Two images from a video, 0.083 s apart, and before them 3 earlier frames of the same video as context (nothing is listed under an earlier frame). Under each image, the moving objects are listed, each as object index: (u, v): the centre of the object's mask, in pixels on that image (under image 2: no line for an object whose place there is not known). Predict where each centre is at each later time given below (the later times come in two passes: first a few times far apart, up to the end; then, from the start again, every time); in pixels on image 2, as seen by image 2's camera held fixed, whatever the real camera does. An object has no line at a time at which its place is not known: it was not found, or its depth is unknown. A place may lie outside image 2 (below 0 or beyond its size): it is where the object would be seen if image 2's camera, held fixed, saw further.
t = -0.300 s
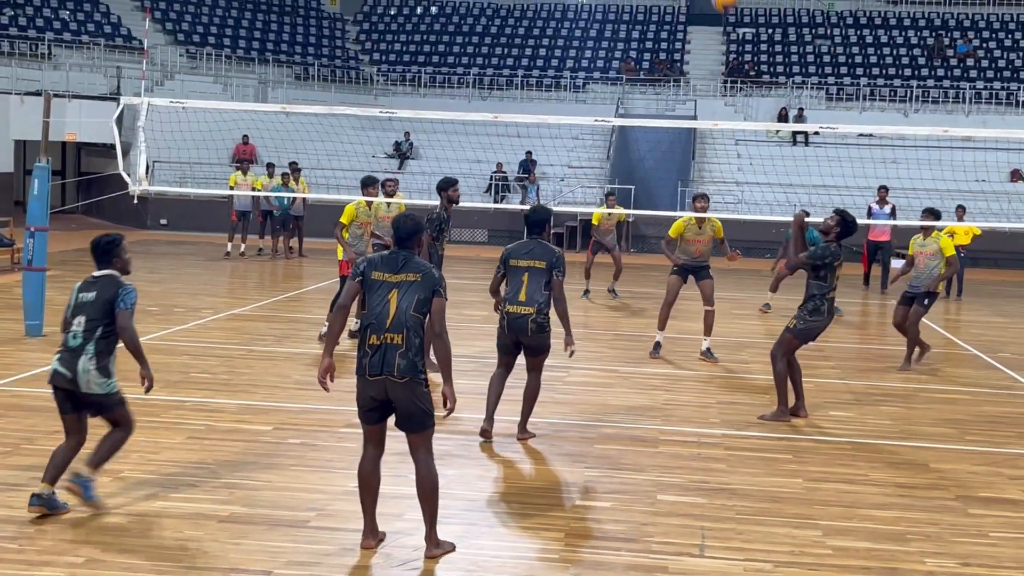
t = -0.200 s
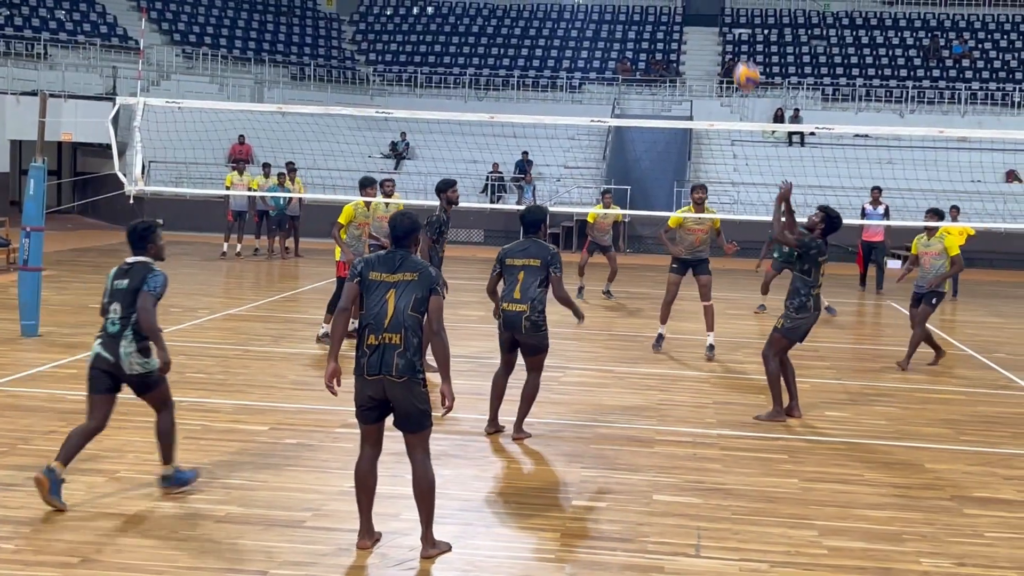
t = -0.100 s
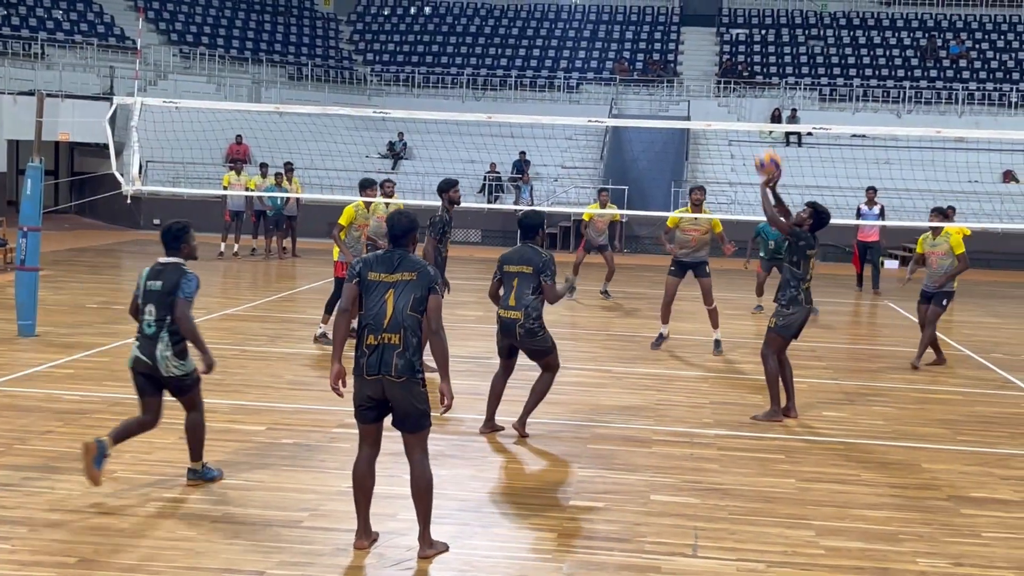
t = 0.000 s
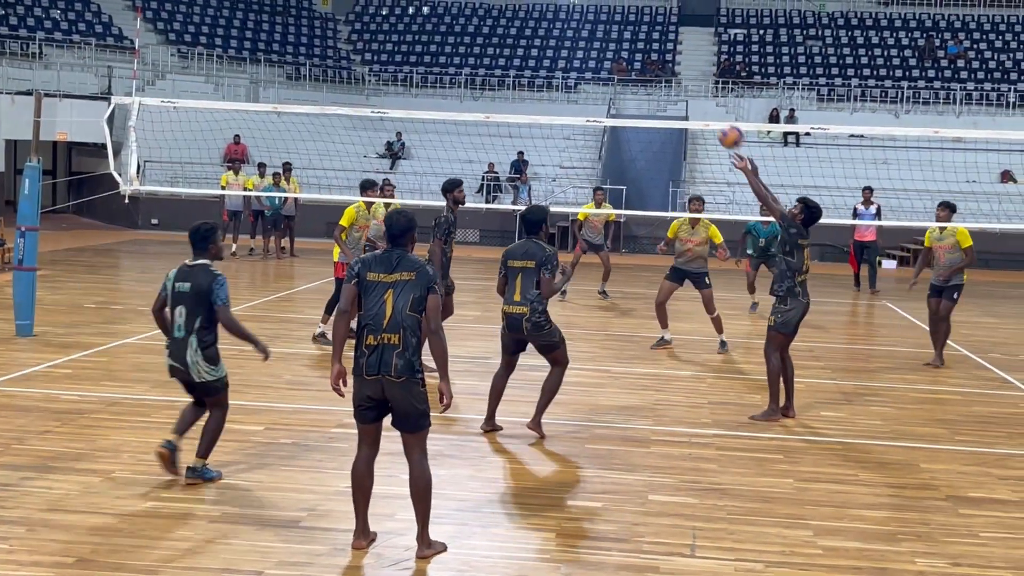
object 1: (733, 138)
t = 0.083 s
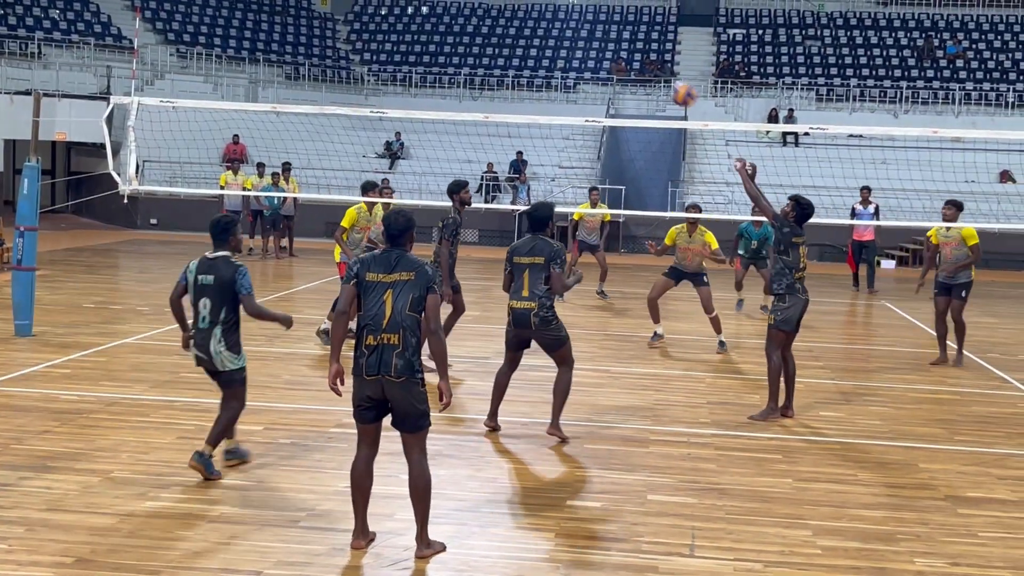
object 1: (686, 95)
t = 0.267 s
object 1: (590, 37)
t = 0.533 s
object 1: (474, 31)
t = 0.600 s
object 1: (448, 41)
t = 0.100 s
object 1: (676, 87)
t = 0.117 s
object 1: (667, 80)
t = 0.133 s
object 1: (659, 73)
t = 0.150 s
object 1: (649, 68)
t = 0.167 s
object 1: (641, 61)
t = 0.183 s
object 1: (633, 57)
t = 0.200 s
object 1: (623, 53)
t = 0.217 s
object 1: (614, 48)
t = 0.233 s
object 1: (606, 44)
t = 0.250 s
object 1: (598, 40)
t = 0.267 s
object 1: (590, 37)
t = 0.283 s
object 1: (582, 35)
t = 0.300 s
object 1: (574, 32)
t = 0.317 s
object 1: (567, 30)
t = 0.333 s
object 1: (559, 29)
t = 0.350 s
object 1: (551, 27)
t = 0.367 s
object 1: (543, 26)
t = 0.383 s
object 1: (537, 26)
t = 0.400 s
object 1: (529, 25)
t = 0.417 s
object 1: (522, 24)
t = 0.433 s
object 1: (515, 24)
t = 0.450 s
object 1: (508, 25)
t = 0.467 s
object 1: (501, 25)
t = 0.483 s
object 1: (494, 26)
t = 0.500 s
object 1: (487, 27)
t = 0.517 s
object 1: (481, 29)
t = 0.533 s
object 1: (474, 31)
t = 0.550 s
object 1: (467, 33)
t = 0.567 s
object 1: (461, 35)
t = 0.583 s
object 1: (454, 37)
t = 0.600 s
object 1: (448, 41)
